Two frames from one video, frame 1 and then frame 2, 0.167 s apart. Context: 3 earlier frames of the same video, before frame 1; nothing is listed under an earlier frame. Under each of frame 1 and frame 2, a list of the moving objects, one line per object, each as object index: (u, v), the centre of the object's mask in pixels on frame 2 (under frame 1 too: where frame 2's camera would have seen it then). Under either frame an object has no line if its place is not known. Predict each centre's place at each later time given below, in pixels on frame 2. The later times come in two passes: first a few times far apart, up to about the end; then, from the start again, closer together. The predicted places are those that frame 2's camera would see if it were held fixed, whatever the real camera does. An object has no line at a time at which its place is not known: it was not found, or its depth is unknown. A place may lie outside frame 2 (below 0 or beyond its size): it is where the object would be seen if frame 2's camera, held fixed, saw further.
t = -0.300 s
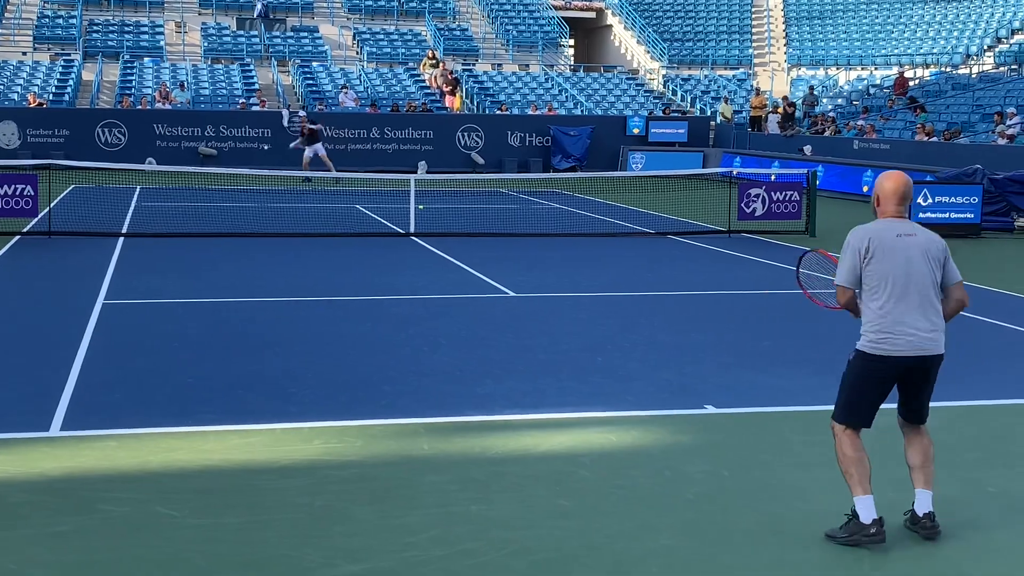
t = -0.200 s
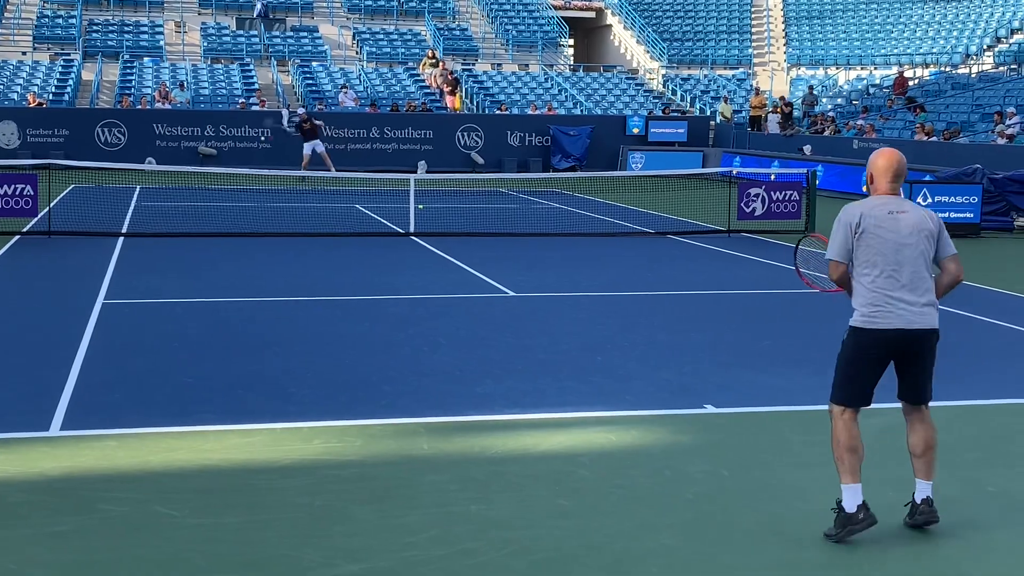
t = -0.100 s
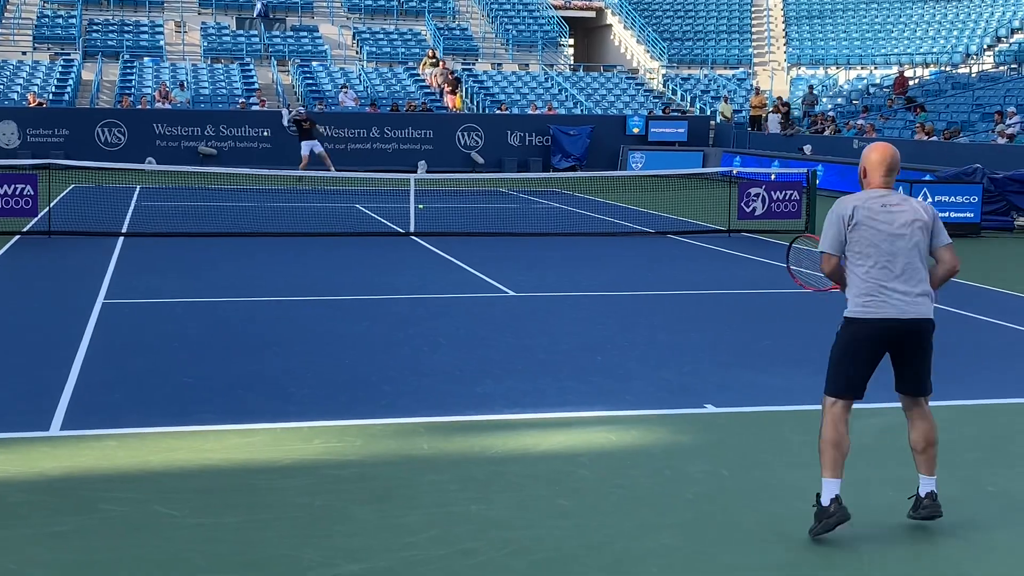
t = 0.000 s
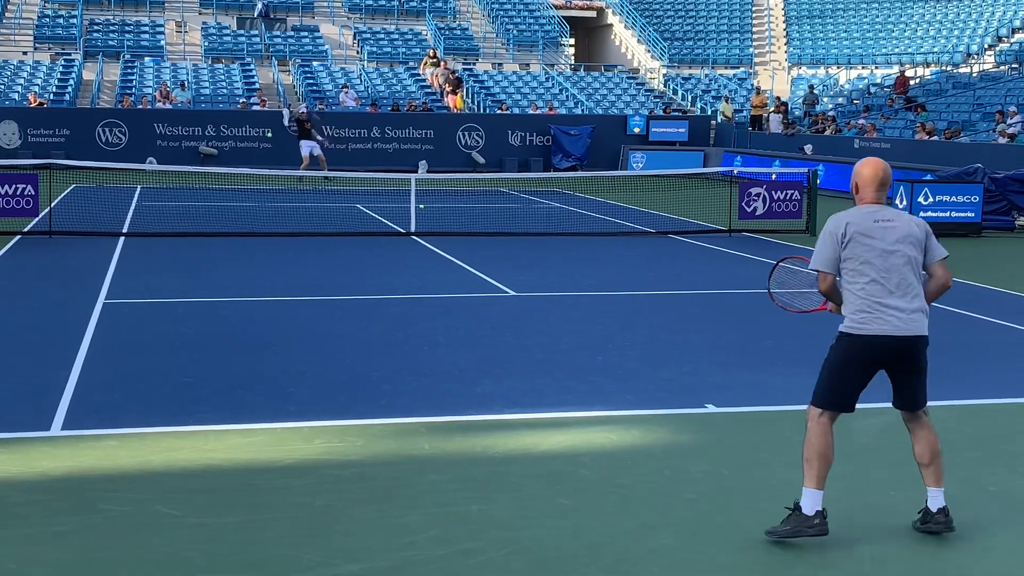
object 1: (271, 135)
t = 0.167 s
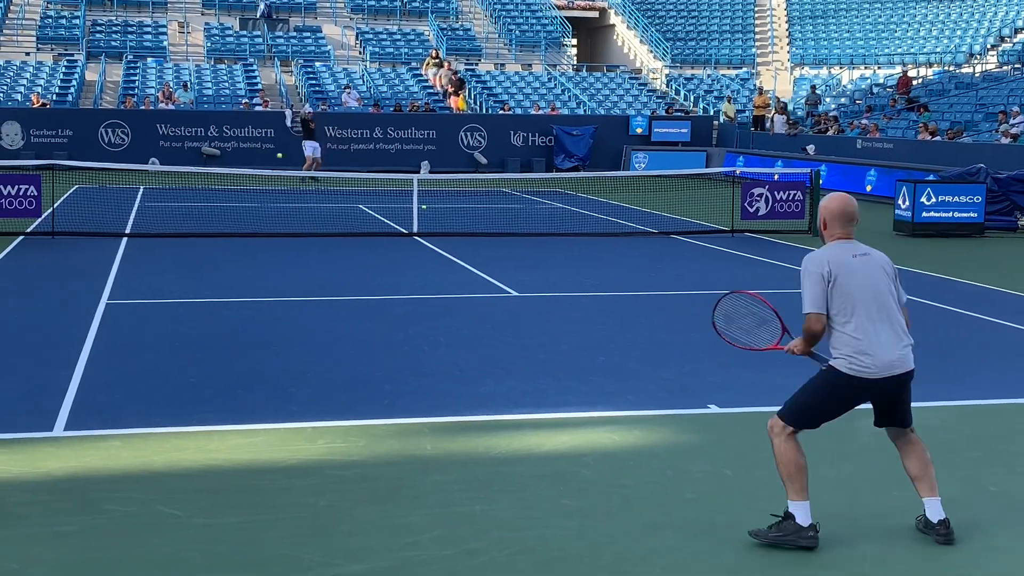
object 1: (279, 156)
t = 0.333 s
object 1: (287, 209)
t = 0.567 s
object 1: (299, 272)
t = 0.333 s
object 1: (287, 209)
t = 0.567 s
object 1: (299, 272)
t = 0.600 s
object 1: (301, 269)
